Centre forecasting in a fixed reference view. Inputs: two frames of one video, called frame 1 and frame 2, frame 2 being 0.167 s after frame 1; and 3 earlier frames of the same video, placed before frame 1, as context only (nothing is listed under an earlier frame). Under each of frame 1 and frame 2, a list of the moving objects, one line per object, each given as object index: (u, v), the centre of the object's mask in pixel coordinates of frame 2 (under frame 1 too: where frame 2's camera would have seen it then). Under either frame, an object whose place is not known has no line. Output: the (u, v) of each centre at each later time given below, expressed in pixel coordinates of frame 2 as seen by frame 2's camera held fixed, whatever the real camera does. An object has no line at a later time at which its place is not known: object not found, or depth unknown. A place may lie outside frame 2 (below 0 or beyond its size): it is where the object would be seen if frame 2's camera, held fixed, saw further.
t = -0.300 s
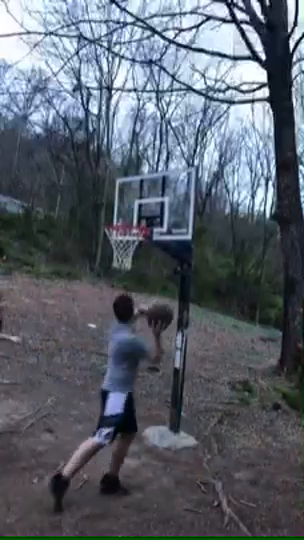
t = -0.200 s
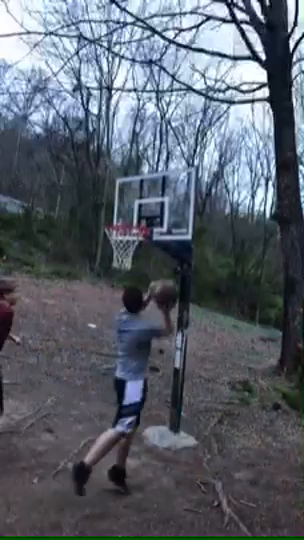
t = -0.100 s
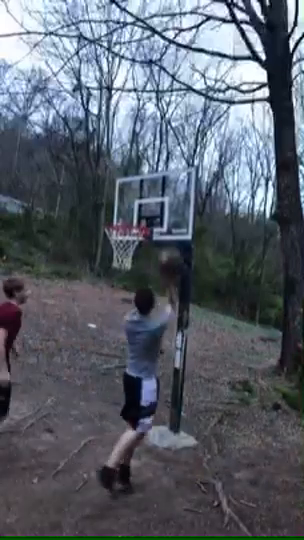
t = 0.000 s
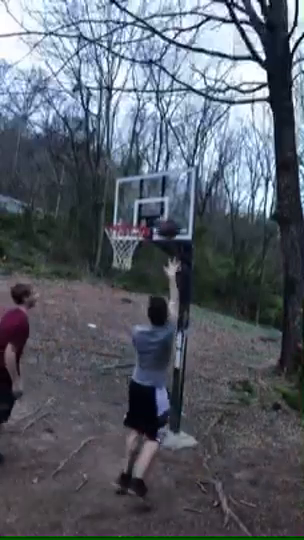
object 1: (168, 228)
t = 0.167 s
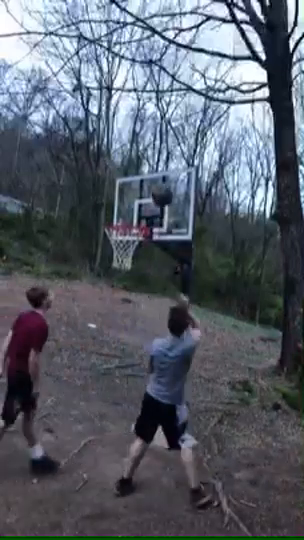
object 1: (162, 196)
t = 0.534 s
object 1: (136, 210)
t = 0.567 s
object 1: (132, 216)
